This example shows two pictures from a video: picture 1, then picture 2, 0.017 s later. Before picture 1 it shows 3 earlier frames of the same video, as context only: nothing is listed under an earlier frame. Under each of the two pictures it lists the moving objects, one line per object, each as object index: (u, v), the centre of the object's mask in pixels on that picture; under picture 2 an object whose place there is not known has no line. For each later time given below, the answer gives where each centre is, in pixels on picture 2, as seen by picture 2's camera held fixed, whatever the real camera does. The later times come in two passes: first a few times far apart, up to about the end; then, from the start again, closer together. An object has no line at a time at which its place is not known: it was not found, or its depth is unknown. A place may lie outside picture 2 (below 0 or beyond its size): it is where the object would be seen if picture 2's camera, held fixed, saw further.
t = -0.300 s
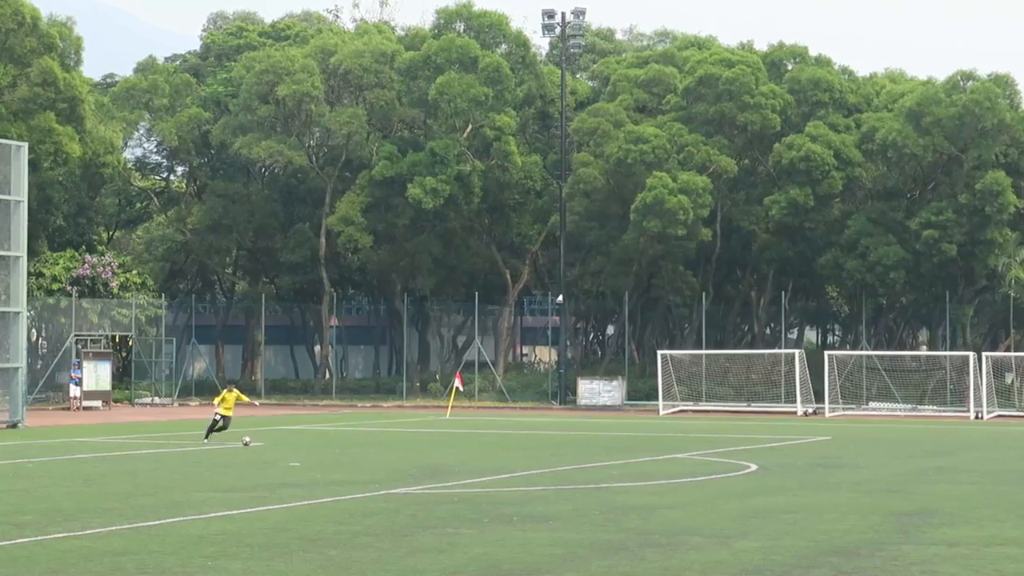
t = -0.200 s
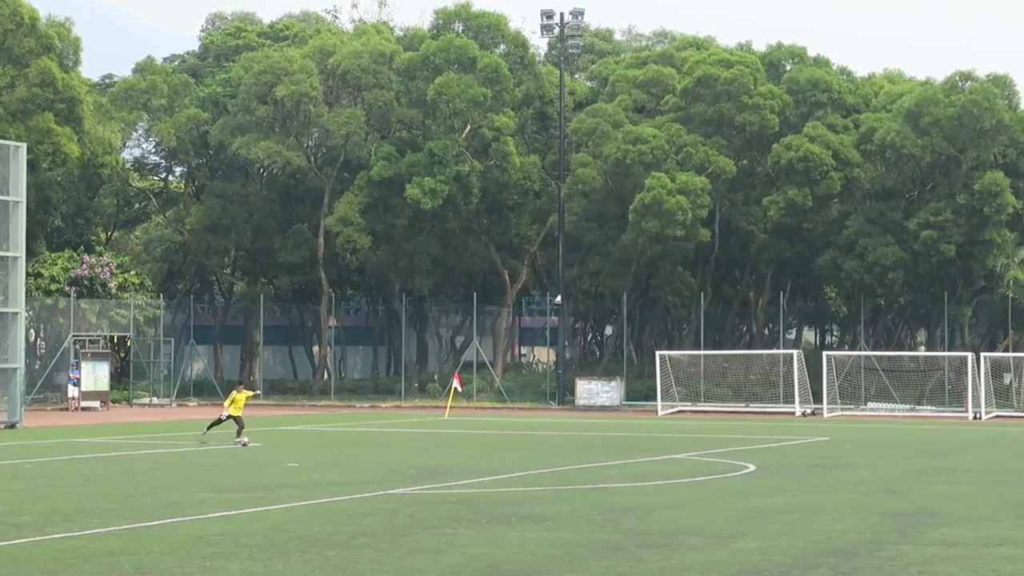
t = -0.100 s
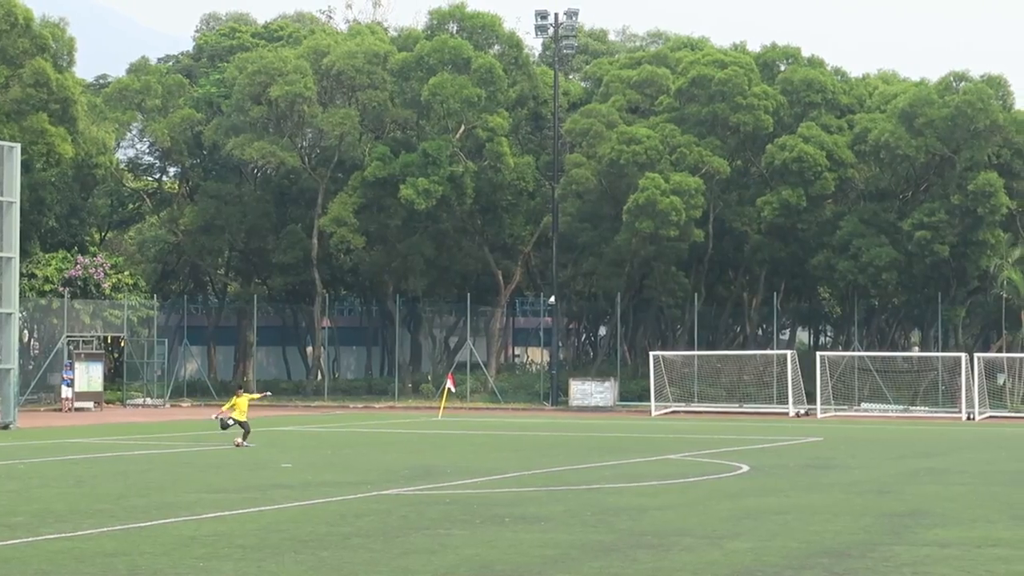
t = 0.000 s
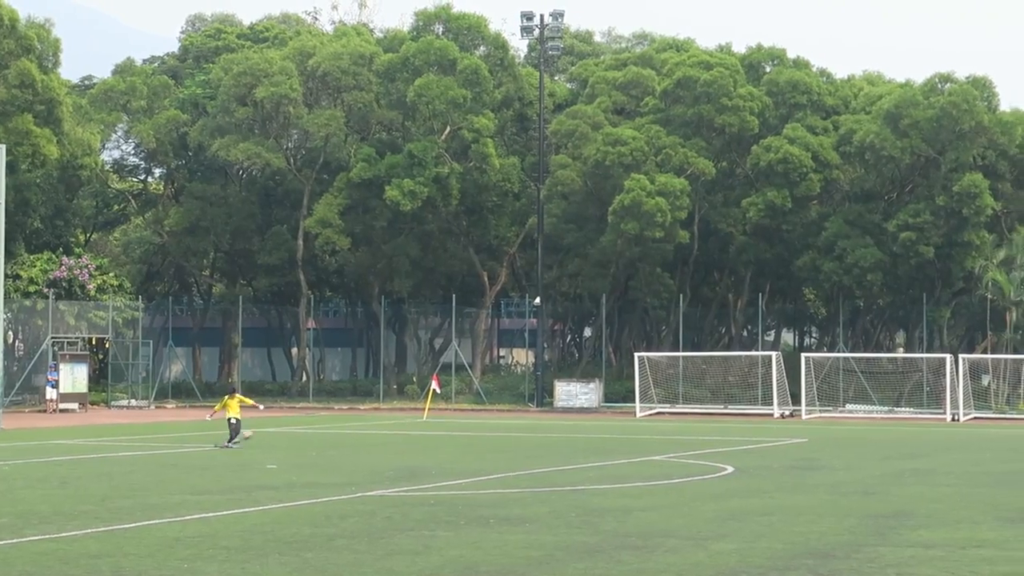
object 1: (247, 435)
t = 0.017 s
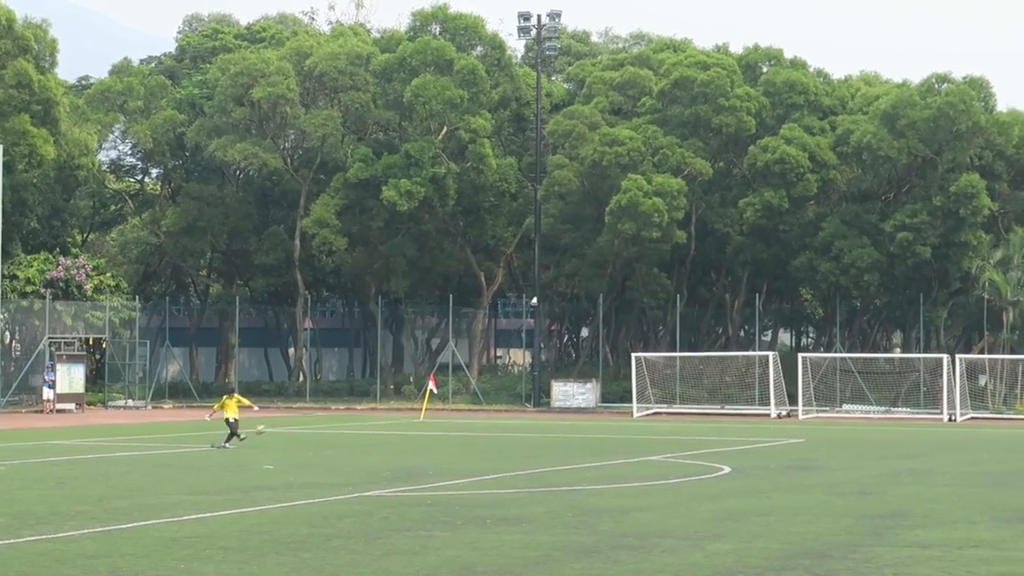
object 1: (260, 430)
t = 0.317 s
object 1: (543, 328)
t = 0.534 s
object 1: (741, 260)
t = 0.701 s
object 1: (894, 208)
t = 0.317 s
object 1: (543, 328)
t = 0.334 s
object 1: (557, 324)
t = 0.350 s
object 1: (573, 318)
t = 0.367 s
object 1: (588, 313)
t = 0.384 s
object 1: (604, 307)
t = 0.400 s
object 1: (619, 302)
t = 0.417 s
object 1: (634, 297)
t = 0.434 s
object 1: (649, 291)
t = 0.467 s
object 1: (680, 281)
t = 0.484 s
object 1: (696, 275)
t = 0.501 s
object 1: (711, 270)
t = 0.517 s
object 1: (726, 265)
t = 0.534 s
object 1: (741, 260)
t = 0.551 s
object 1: (757, 255)
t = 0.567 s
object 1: (772, 250)
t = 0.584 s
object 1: (788, 244)
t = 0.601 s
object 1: (803, 239)
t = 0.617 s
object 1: (818, 234)
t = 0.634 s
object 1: (833, 229)
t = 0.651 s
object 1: (848, 224)
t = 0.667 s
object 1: (864, 218)
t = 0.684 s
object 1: (879, 213)
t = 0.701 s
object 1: (894, 208)
